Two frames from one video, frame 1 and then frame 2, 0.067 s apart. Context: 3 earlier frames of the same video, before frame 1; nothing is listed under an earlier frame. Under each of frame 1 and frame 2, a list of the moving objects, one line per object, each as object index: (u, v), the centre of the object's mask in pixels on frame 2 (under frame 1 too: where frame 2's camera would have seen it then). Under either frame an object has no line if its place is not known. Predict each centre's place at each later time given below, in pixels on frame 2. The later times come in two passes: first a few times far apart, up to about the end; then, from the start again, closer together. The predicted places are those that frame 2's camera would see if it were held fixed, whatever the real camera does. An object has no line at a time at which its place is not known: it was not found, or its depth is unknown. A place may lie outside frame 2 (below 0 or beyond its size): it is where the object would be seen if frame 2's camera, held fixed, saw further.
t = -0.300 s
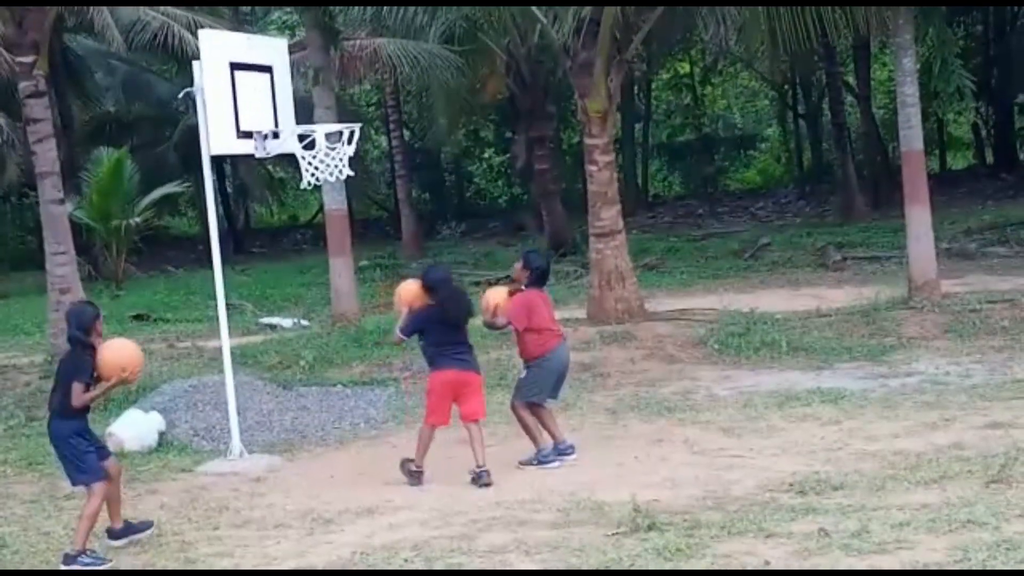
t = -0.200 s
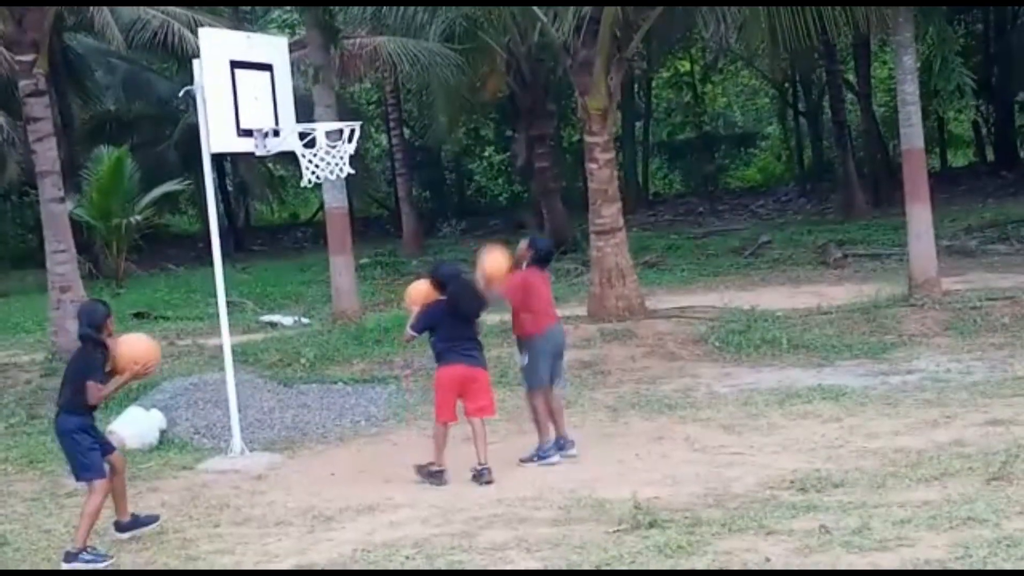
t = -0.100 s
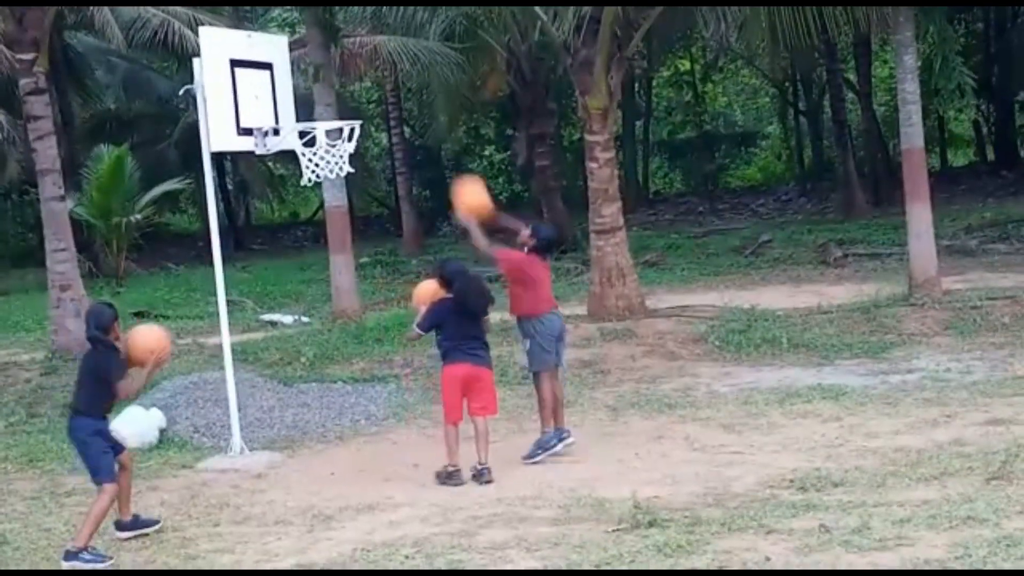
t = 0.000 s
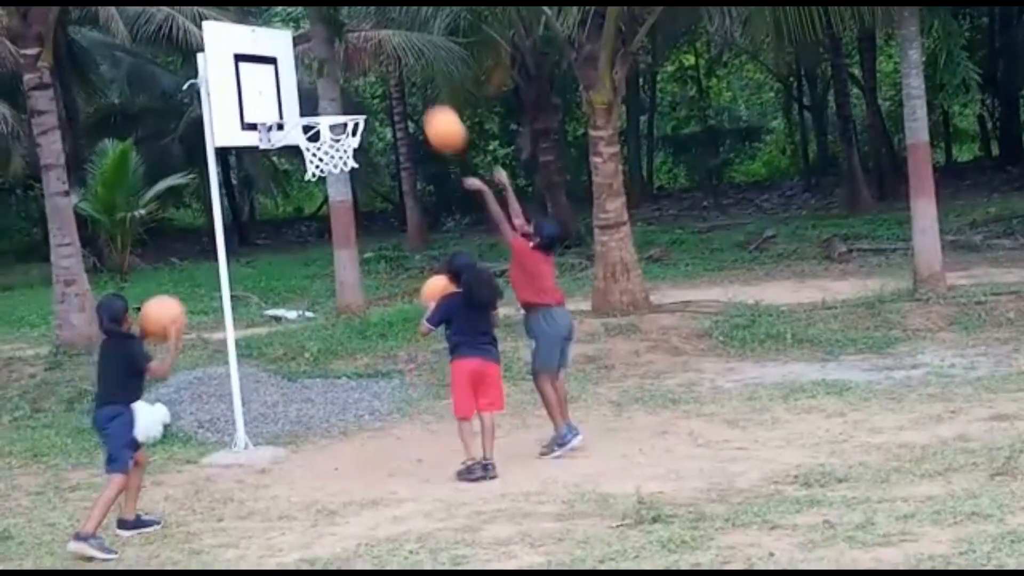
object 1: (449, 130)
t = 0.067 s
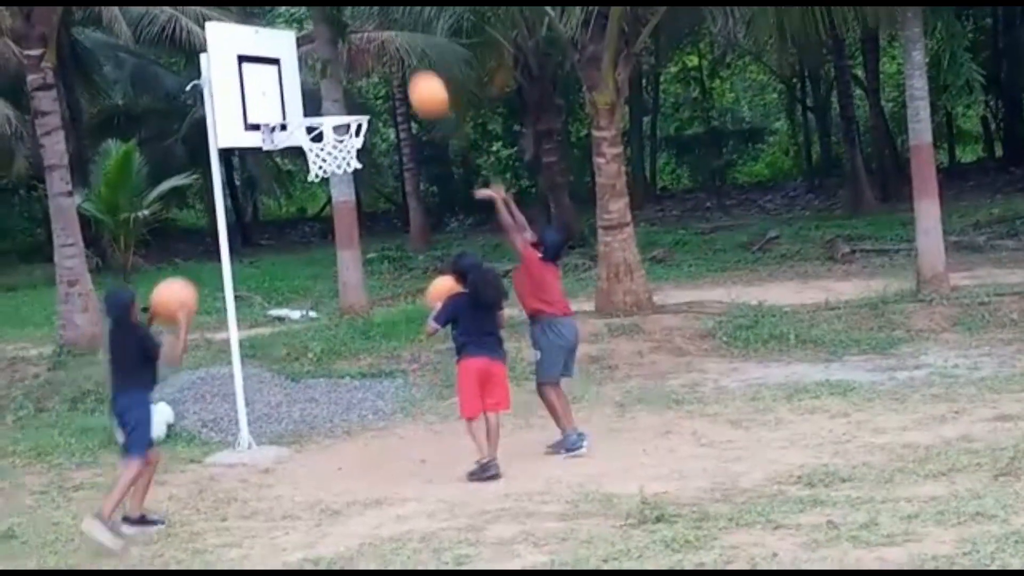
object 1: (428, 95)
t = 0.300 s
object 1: (368, 32)
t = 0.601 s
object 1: (307, 82)
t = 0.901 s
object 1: (284, 61)
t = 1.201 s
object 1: (269, 91)
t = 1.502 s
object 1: (270, 125)
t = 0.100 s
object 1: (420, 81)
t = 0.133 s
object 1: (410, 68)
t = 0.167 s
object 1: (402, 57)
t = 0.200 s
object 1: (392, 48)
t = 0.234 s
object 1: (384, 41)
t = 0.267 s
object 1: (376, 36)
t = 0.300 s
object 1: (368, 32)
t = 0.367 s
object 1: (353, 29)
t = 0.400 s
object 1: (345, 33)
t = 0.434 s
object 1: (338, 36)
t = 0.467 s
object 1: (331, 40)
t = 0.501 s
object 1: (325, 49)
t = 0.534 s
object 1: (318, 59)
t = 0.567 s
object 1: (313, 69)
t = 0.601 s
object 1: (307, 82)
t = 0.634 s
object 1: (301, 98)
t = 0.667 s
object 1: (298, 97)
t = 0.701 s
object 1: (295, 87)
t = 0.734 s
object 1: (292, 77)
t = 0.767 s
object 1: (290, 71)
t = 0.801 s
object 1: (288, 65)
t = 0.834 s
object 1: (287, 62)
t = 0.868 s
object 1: (285, 62)
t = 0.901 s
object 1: (284, 61)
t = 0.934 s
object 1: (283, 63)
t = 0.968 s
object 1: (283, 67)
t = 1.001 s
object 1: (282, 72)
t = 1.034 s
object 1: (281, 80)
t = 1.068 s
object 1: (281, 90)
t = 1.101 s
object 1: (280, 101)
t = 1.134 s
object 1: (277, 101)
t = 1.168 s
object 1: (272, 95)
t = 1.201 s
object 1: (269, 91)
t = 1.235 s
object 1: (264, 87)
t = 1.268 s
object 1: (265, 85)
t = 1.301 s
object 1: (265, 85)
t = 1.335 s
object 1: (265, 86)
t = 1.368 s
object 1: (266, 90)
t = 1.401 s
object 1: (266, 96)
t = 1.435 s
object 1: (267, 103)
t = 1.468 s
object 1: (268, 113)
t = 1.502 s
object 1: (270, 125)
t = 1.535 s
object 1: (271, 141)
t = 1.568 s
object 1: (273, 155)
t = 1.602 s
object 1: (274, 171)
